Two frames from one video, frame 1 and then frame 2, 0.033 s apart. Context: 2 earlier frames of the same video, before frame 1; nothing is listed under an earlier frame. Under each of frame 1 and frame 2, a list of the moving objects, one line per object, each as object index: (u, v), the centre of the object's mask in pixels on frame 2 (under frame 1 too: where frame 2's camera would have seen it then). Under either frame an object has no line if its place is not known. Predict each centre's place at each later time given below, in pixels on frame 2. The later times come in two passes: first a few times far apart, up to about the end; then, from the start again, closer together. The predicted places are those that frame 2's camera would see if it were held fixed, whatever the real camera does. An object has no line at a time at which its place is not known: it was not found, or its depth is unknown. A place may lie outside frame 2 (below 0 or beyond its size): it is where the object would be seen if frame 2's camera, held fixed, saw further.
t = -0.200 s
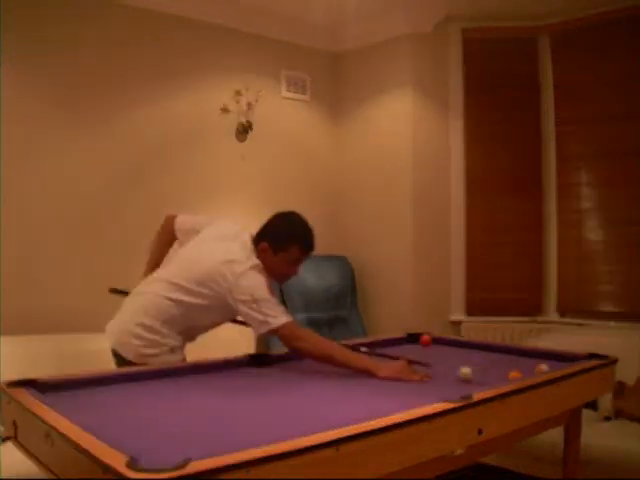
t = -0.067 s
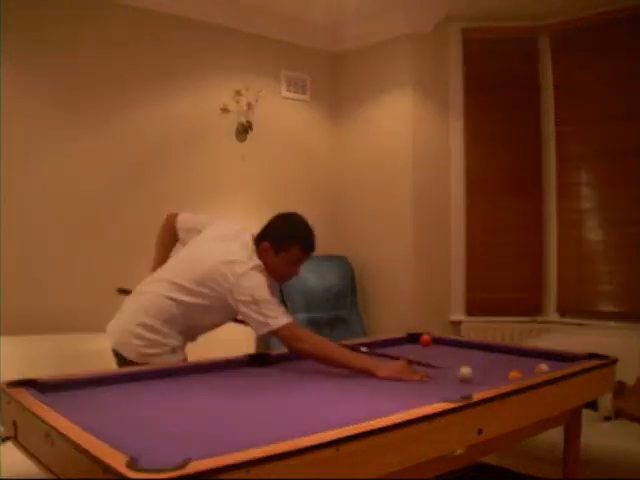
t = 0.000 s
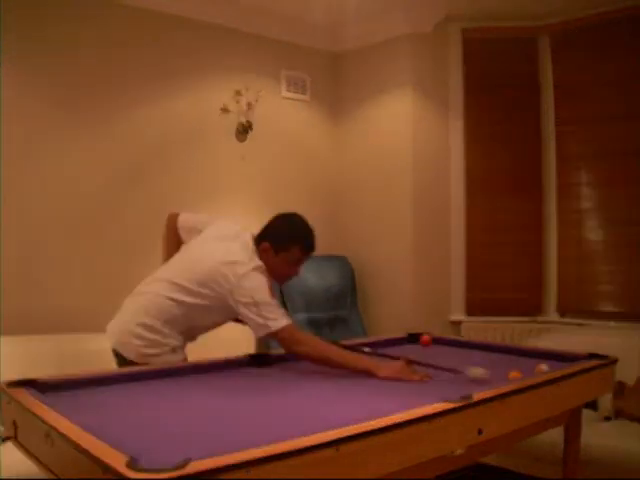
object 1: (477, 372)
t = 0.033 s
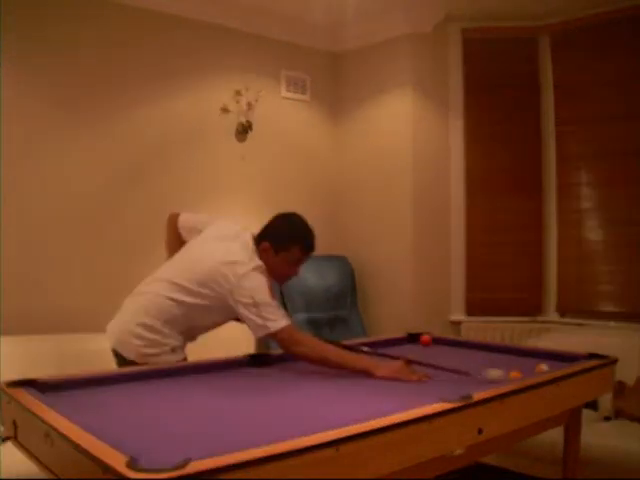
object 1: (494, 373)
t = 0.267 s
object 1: (479, 366)
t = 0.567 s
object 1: (463, 359)
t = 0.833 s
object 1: (452, 352)
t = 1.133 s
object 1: (443, 346)
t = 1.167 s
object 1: (442, 345)
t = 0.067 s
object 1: (498, 373)
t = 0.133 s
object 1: (489, 371)
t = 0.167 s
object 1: (486, 369)
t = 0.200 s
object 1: (483, 368)
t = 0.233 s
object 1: (481, 367)
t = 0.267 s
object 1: (479, 366)
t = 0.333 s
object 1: (475, 364)
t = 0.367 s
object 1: (473, 363)
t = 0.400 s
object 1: (471, 362)
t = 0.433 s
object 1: (469, 362)
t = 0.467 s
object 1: (467, 361)
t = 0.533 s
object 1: (464, 359)
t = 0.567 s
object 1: (463, 359)
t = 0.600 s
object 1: (462, 358)
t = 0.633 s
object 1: (461, 357)
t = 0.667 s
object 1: (459, 355)
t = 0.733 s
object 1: (456, 354)
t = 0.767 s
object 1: (455, 353)
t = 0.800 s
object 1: (453, 353)
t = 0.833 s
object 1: (452, 352)
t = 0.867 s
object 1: (451, 351)
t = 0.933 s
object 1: (449, 350)
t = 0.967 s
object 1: (448, 349)
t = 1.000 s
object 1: (447, 348)
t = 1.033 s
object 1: (446, 347)
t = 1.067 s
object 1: (445, 347)
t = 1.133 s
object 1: (443, 346)
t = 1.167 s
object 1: (442, 345)
